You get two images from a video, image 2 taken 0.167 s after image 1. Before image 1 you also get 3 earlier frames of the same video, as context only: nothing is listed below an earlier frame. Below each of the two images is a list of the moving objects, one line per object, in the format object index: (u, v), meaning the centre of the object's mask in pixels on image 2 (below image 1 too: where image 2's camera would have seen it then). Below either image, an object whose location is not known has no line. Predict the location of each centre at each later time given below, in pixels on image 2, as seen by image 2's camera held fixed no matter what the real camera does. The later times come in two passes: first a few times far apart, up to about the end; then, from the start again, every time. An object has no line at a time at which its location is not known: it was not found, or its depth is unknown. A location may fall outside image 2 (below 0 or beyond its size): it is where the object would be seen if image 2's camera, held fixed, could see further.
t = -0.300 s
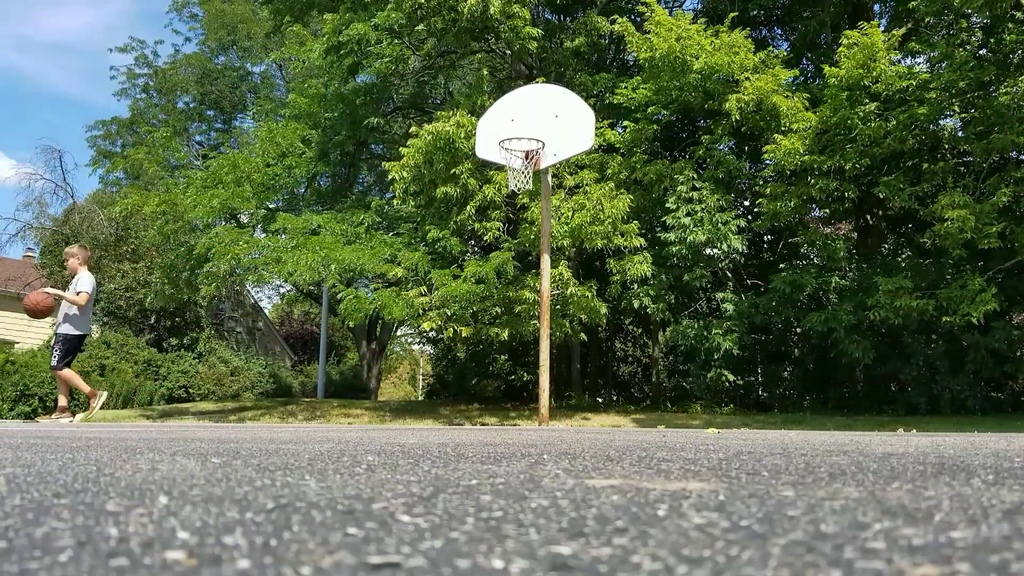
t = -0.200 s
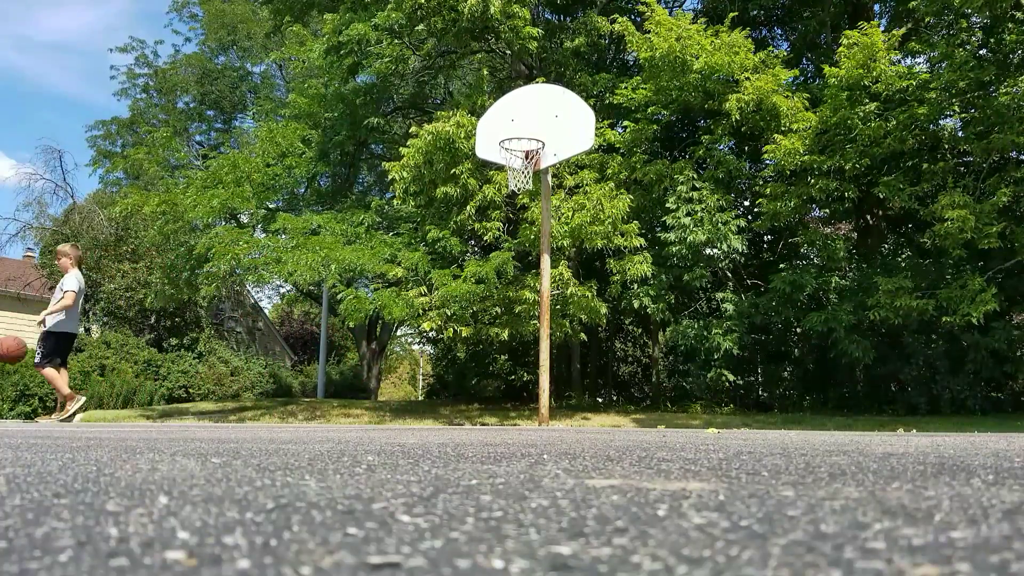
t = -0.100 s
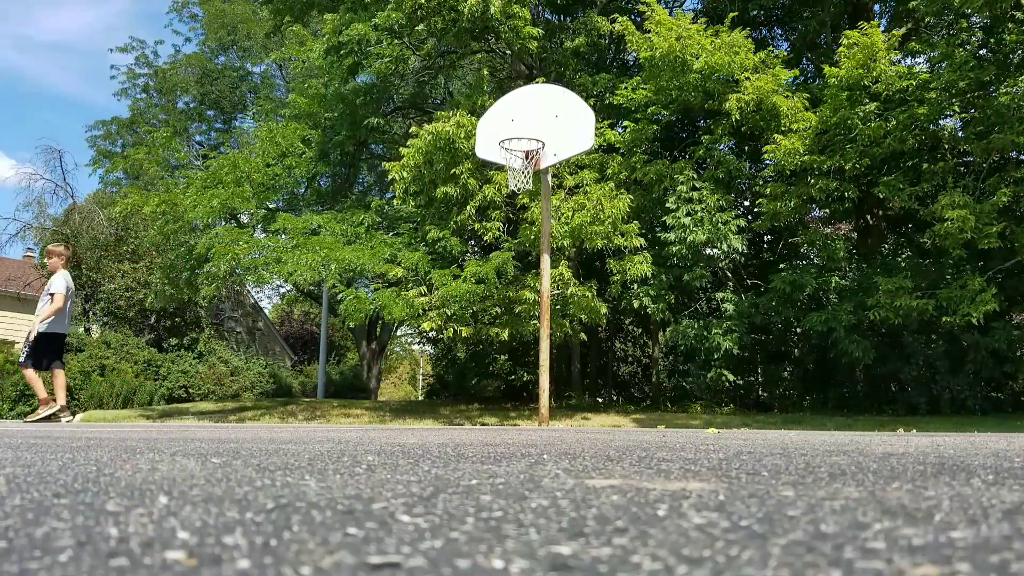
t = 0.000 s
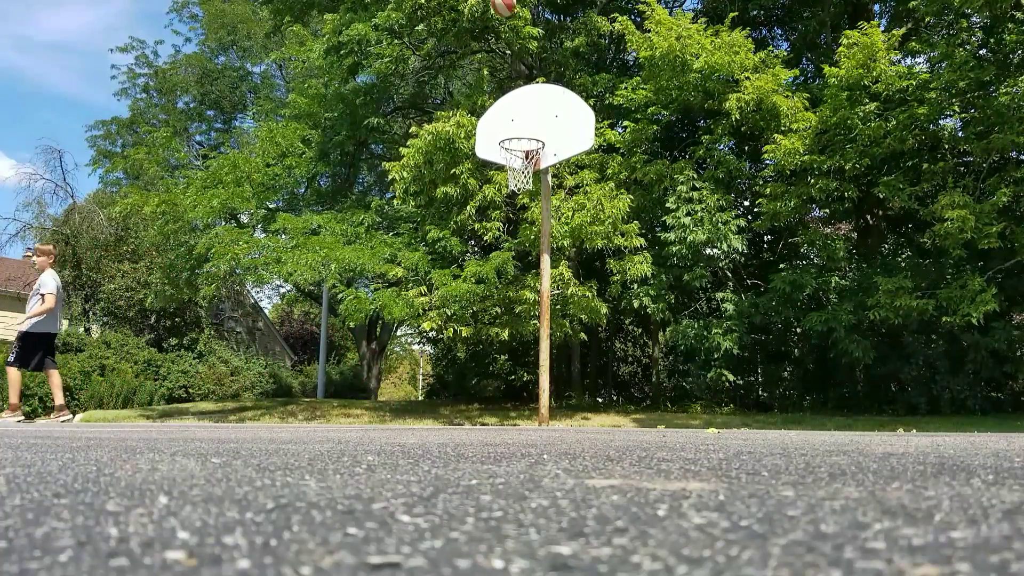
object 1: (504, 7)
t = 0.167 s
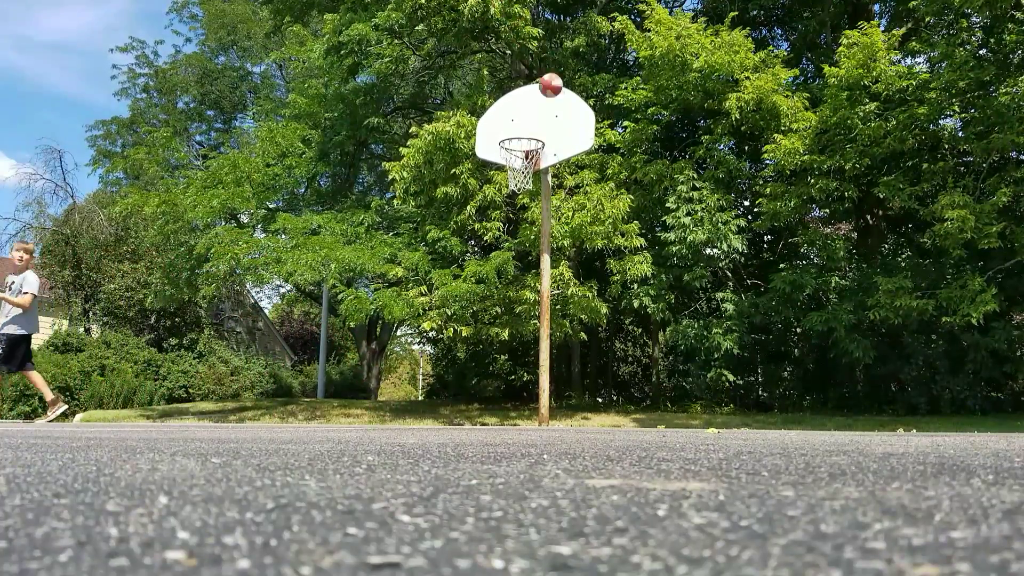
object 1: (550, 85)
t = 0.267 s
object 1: (576, 142)
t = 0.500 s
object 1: (630, 296)
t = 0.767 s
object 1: (671, 358)
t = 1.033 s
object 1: (691, 243)
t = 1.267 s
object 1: (708, 200)
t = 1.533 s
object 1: (728, 205)
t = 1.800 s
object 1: (748, 265)
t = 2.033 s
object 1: (766, 360)
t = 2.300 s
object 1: (786, 356)
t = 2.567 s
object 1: (807, 288)
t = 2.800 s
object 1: (824, 278)
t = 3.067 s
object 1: (848, 315)
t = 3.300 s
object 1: (870, 391)
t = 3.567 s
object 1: (890, 361)
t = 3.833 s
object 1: (910, 336)
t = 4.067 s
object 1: (930, 361)
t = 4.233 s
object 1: (947, 406)
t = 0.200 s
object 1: (560, 104)
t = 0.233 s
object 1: (567, 122)
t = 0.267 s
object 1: (576, 142)
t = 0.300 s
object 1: (585, 162)
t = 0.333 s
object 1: (592, 182)
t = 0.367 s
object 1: (600, 204)
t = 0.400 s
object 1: (608, 226)
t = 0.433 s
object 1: (616, 249)
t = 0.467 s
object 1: (623, 272)
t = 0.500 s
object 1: (630, 296)
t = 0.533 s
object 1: (638, 320)
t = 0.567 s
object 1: (645, 346)
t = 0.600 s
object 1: (652, 371)
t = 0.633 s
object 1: (658, 398)
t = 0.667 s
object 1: (664, 418)
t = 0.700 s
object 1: (667, 399)
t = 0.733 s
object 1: (669, 378)
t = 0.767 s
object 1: (671, 358)
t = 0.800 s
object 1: (674, 339)
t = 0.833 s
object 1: (676, 322)
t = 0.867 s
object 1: (679, 306)
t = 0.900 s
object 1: (681, 291)
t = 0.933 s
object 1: (684, 277)
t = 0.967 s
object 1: (686, 264)
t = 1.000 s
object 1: (689, 254)
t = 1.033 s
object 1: (691, 243)
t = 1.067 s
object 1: (694, 234)
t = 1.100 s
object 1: (697, 226)
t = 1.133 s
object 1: (699, 219)
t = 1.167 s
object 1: (701, 215)
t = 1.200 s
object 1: (704, 208)
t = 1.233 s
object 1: (706, 204)
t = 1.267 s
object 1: (708, 200)
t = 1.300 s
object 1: (710, 198)
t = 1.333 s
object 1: (713, 196)
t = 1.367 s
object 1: (715, 195)
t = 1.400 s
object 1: (718, 195)
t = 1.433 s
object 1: (720, 196)
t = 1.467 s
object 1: (723, 198)
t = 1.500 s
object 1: (725, 201)
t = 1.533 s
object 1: (728, 205)
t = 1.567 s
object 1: (731, 210)
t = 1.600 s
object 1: (733, 215)
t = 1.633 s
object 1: (736, 222)
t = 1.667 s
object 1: (739, 228)
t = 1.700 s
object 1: (740, 236)
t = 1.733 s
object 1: (742, 244)
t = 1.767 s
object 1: (746, 254)
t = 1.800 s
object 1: (748, 265)
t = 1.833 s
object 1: (751, 276)
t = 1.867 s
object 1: (754, 287)
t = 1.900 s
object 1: (756, 300)
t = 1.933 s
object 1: (758, 314)
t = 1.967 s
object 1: (760, 328)
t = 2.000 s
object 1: (763, 344)
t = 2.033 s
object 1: (766, 360)
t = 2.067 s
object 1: (768, 377)
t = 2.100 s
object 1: (771, 395)
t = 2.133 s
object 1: (774, 413)
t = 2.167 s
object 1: (776, 414)
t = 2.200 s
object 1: (779, 399)
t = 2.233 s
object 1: (781, 383)
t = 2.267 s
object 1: (784, 369)
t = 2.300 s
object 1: (786, 356)
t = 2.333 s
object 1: (789, 344)
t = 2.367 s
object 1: (791, 333)
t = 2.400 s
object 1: (794, 324)
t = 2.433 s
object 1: (796, 315)
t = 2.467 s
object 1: (799, 307)
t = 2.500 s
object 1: (801, 300)
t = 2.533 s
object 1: (804, 294)
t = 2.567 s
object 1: (807, 288)
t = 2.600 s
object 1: (809, 284)
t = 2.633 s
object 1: (812, 281)
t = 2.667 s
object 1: (814, 279)
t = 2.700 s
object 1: (817, 278)
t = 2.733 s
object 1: (820, 277)
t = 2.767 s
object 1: (821, 277)
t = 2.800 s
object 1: (824, 278)
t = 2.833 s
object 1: (827, 279)
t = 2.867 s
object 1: (830, 281)
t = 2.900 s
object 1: (834, 285)
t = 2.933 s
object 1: (837, 289)
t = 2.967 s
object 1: (840, 295)
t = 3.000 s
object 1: (842, 301)
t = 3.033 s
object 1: (846, 307)
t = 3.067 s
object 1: (848, 315)
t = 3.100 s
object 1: (851, 323)
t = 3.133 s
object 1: (854, 332)
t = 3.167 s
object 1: (857, 343)
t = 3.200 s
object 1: (860, 354)
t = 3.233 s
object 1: (864, 365)
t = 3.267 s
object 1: (867, 378)
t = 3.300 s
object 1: (870, 391)
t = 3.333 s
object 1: (874, 406)
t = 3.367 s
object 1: (877, 415)
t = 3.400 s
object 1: (879, 405)
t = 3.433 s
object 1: (881, 394)
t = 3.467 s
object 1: (884, 384)
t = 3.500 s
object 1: (886, 375)
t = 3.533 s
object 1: (888, 368)
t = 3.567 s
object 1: (890, 361)
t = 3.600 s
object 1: (893, 354)
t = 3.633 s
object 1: (895, 349)
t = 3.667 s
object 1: (898, 345)
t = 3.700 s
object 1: (900, 341)
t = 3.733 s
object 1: (903, 339)
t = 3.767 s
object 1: (905, 337)
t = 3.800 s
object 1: (907, 336)
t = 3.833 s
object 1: (910, 336)
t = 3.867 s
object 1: (913, 337)
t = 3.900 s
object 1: (915, 339)
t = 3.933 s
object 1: (918, 341)
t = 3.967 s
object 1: (921, 345)
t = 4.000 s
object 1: (923, 349)
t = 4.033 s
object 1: (927, 354)
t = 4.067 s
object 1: (930, 361)
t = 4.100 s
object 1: (933, 368)
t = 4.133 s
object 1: (936, 375)
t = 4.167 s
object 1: (940, 385)
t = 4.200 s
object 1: (943, 395)
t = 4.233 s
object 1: (947, 406)
